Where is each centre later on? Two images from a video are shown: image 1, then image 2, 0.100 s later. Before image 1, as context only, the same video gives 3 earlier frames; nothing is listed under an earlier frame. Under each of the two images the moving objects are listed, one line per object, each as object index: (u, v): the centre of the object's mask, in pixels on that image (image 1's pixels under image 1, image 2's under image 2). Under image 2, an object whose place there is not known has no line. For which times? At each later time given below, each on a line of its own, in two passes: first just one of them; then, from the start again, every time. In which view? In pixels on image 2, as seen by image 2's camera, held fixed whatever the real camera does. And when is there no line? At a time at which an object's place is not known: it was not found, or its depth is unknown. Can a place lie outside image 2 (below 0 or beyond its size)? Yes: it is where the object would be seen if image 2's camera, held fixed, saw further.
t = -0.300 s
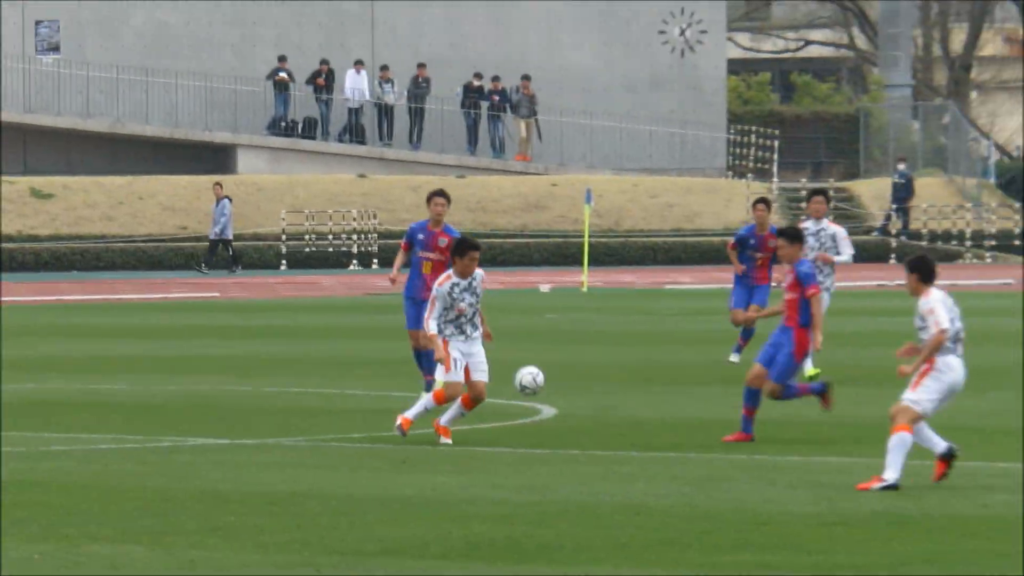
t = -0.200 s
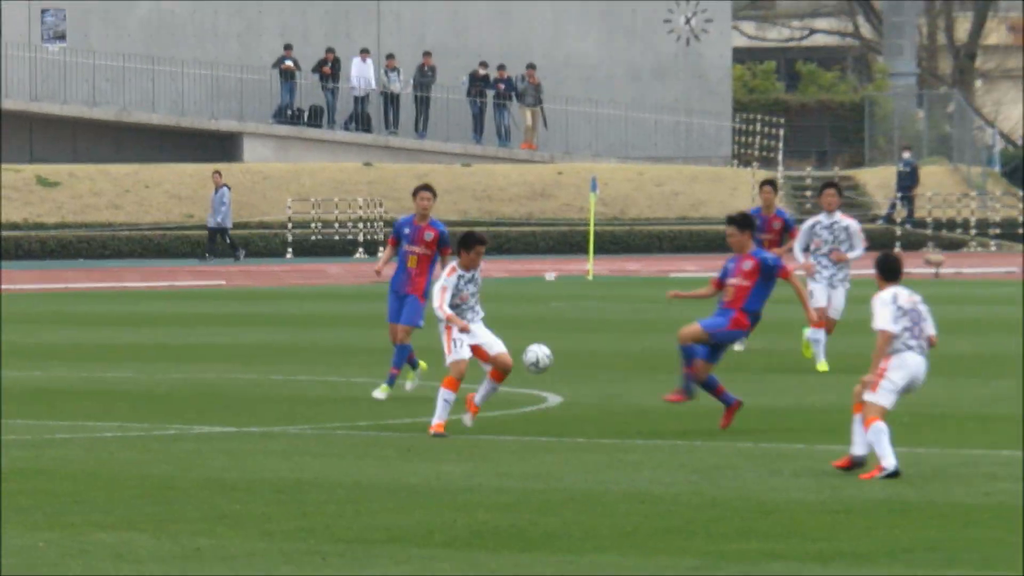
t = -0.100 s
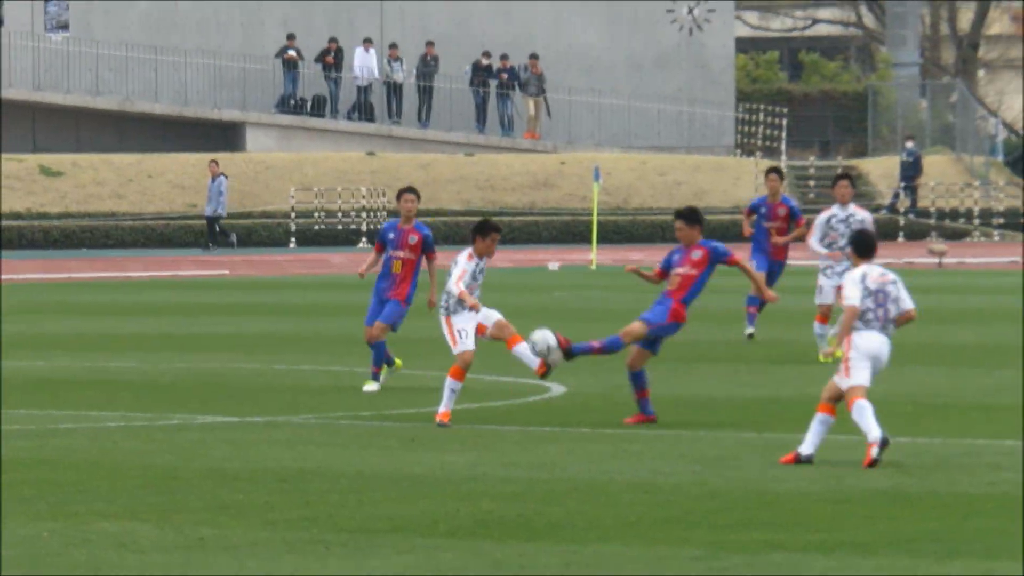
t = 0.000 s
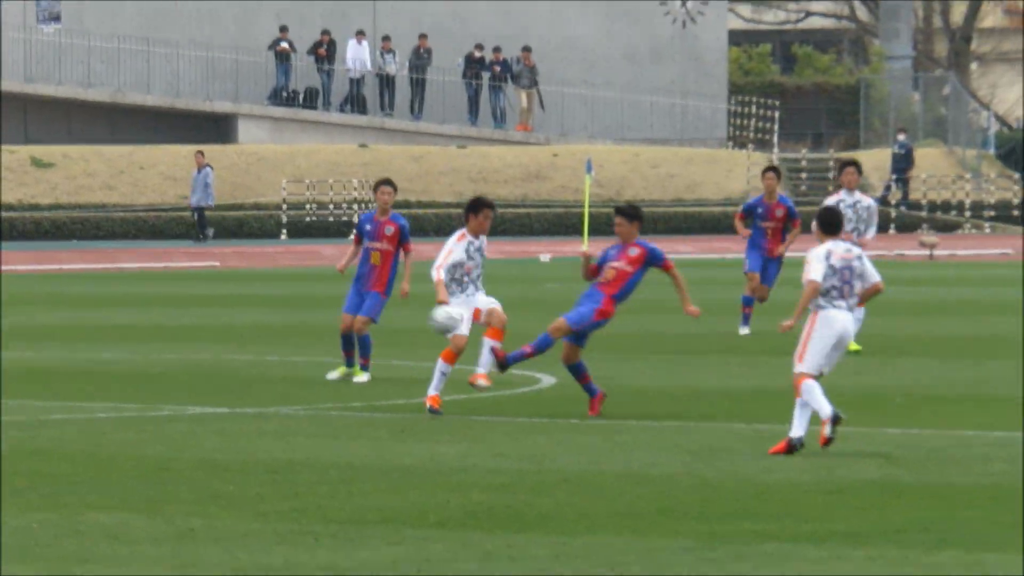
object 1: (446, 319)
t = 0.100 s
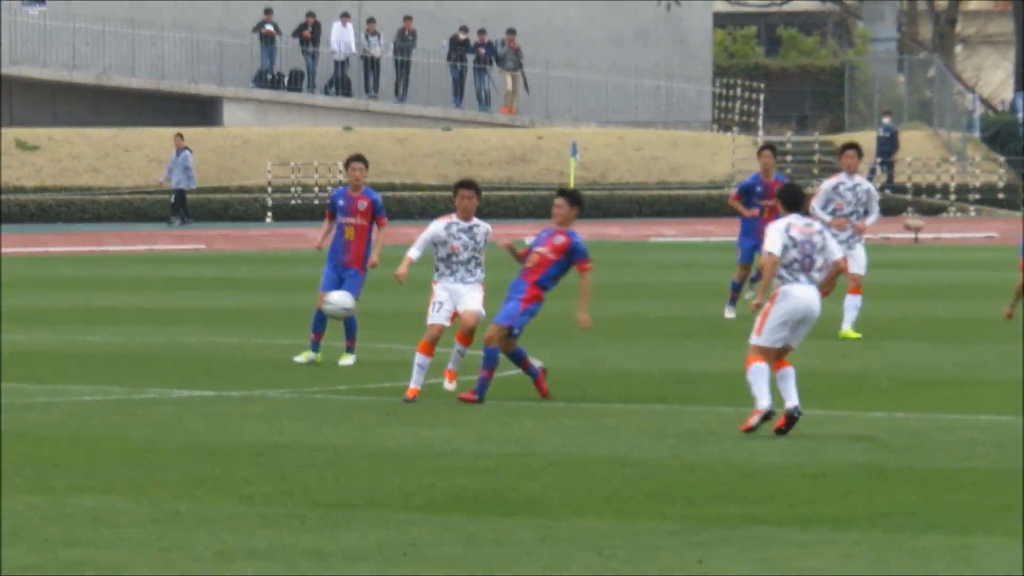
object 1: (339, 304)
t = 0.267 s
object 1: (182, 340)
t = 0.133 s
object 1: (307, 308)
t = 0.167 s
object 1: (275, 314)
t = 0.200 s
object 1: (244, 321)
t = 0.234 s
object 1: (213, 329)
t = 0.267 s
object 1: (182, 340)
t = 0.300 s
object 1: (153, 352)
